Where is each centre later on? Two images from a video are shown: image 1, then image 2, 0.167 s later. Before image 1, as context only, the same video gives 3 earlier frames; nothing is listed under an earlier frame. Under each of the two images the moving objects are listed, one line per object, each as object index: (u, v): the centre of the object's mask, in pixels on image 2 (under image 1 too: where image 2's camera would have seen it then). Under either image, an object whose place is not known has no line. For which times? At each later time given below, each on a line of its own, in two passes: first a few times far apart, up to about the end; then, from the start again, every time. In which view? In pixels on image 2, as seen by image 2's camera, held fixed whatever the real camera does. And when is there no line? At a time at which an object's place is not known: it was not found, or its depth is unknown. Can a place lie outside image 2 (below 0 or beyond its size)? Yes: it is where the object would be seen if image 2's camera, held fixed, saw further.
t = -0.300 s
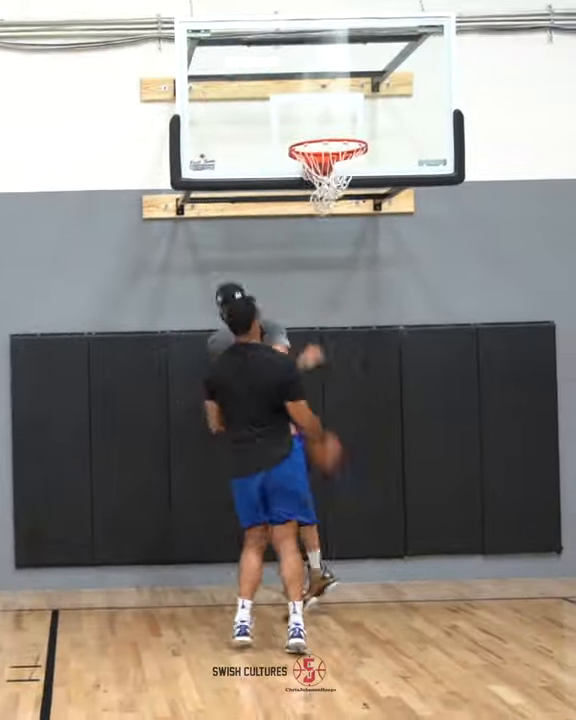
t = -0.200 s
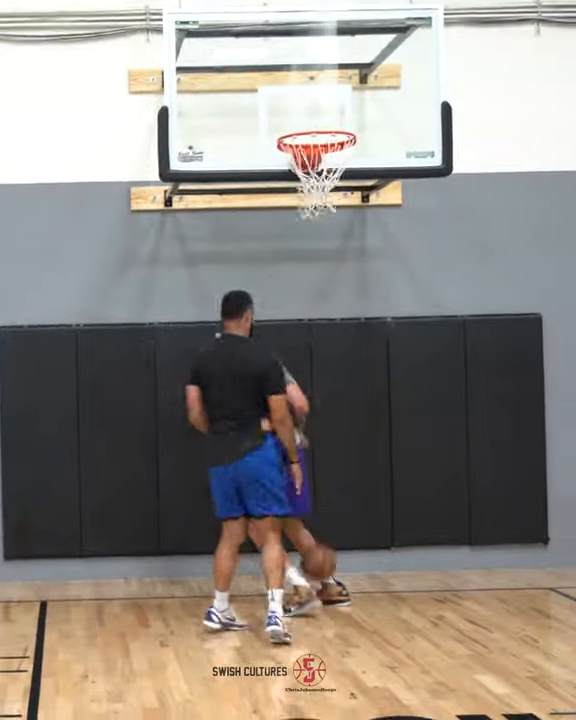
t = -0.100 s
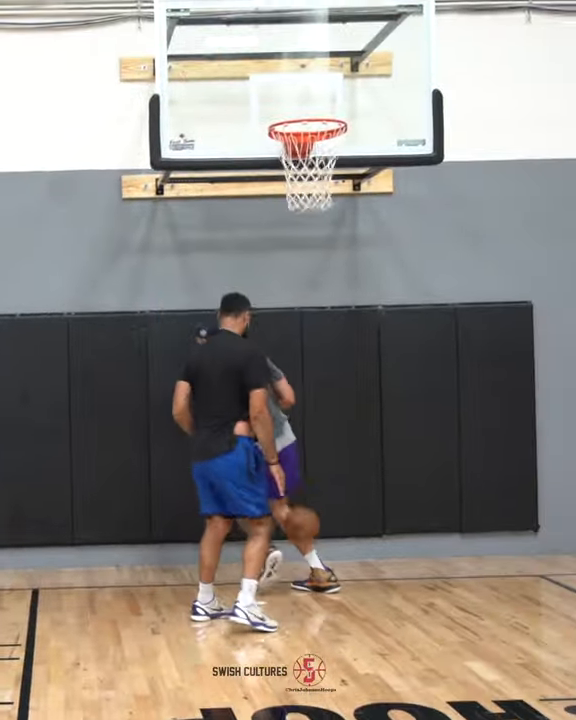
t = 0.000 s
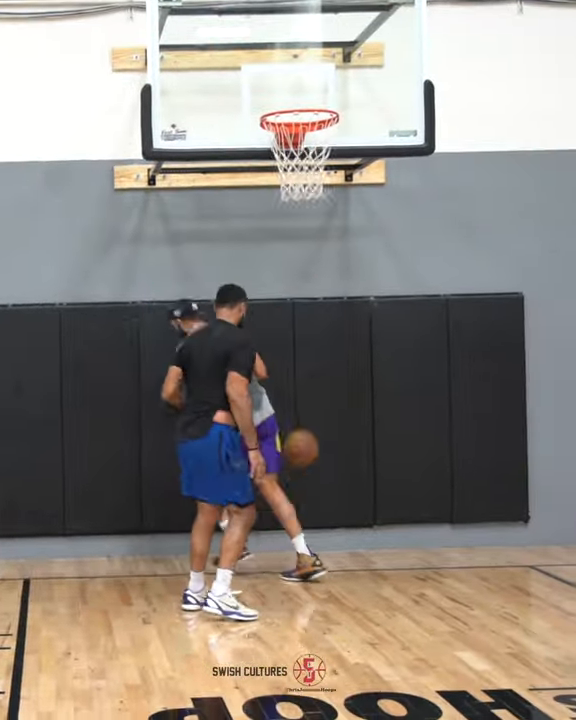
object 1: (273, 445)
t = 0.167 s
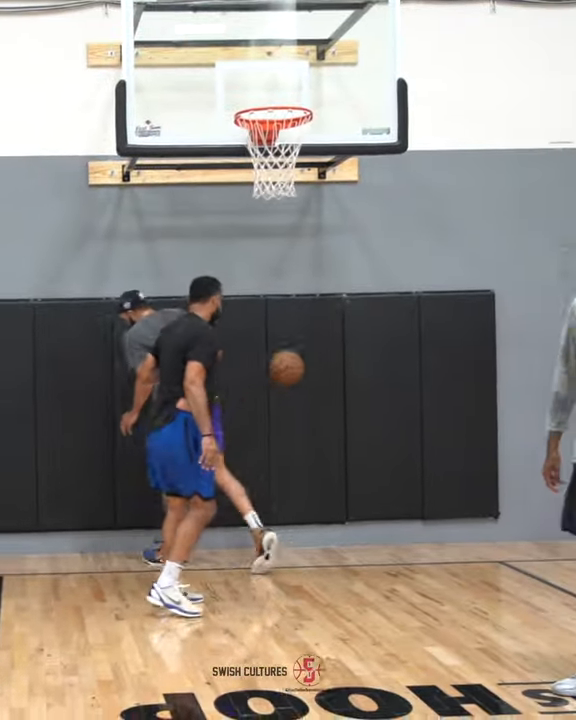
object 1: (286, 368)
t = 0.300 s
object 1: (297, 336)
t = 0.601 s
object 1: (321, 351)
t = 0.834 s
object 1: (338, 441)
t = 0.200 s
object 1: (290, 357)
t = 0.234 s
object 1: (292, 348)
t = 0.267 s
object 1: (295, 341)
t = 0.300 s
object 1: (297, 336)
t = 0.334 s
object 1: (299, 331)
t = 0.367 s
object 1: (302, 329)
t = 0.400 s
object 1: (305, 328)
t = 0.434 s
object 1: (307, 328)
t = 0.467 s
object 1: (310, 330)
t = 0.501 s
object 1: (313, 333)
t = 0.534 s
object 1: (316, 338)
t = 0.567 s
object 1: (318, 344)
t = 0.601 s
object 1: (321, 351)
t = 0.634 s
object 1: (323, 360)
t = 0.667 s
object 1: (325, 370)
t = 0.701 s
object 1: (327, 380)
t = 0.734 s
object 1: (330, 394)
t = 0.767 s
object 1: (333, 409)
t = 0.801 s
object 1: (336, 423)
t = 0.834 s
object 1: (338, 441)
